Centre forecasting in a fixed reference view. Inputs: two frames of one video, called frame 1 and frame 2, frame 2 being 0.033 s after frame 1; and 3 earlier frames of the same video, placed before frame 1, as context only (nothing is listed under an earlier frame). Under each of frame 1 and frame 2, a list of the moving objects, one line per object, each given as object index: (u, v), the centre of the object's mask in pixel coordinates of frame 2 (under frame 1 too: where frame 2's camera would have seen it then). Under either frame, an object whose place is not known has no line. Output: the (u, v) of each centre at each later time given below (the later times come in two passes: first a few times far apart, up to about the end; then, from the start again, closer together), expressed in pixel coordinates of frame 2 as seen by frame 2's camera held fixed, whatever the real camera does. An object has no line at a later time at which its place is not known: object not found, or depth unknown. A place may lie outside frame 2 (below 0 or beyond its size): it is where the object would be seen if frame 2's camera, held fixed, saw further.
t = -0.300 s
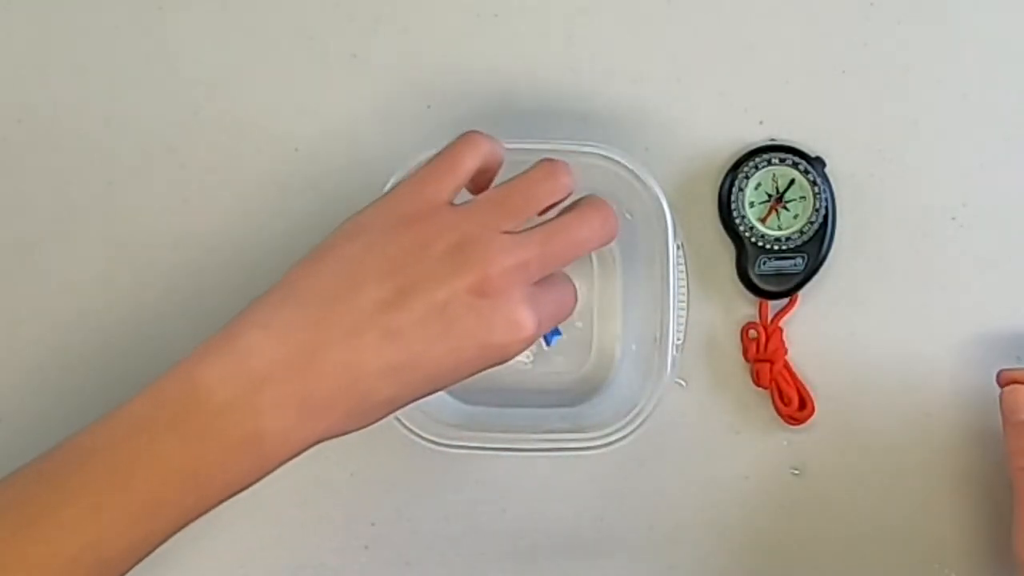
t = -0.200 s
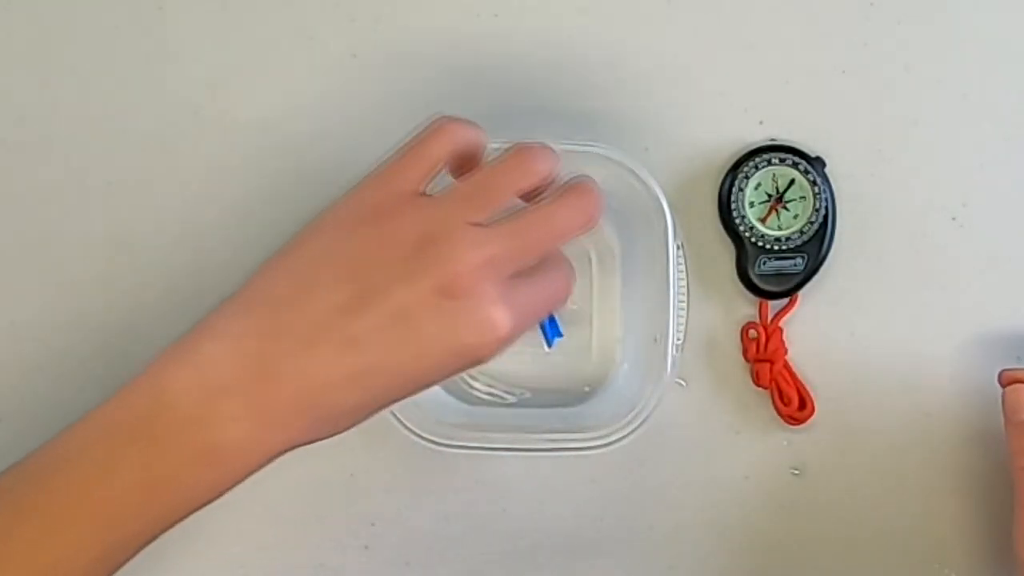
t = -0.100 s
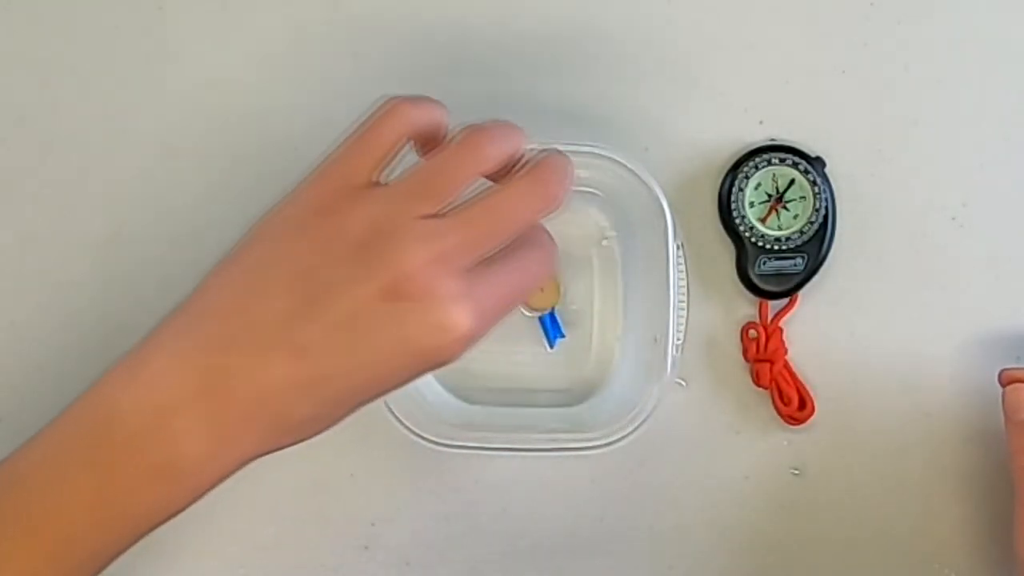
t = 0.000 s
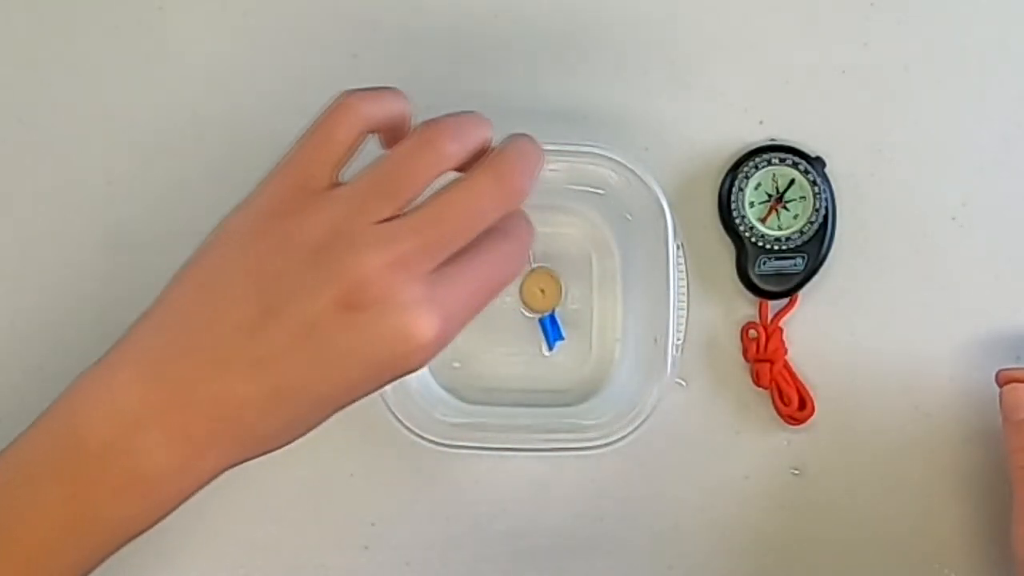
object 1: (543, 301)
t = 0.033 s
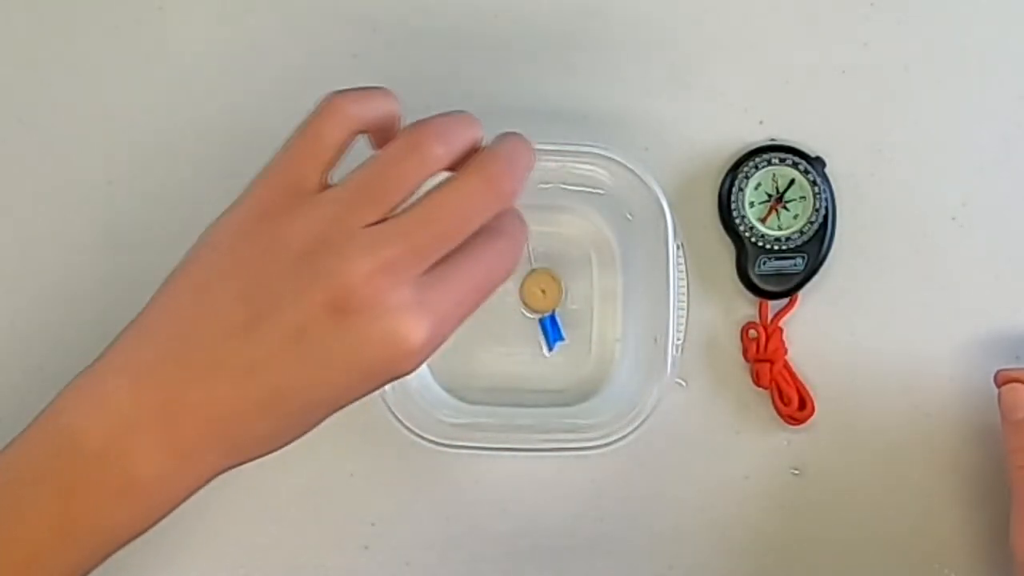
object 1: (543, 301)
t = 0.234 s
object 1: (545, 301)
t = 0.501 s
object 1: (548, 302)
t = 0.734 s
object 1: (549, 304)
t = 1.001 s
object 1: (551, 309)
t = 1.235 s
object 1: (551, 309)
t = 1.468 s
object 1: (552, 310)
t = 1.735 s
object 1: (554, 308)
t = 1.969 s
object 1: (555, 308)
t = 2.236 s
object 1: (556, 308)
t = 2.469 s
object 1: (554, 309)
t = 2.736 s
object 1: (556, 309)
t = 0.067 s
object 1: (544, 299)
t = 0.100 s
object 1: (545, 299)
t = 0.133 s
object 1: (545, 300)
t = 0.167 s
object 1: (545, 300)
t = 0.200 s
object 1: (544, 301)
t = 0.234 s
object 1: (545, 301)
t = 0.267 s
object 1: (545, 301)
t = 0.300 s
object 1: (546, 301)
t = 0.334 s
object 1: (547, 301)
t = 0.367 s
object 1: (547, 301)
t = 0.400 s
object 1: (547, 301)
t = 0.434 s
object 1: (547, 302)
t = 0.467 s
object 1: (548, 302)
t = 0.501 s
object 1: (548, 302)
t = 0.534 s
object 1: (548, 302)
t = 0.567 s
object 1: (548, 303)
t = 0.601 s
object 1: (549, 304)
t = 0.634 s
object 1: (549, 304)
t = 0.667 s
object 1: (549, 304)
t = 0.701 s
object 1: (549, 307)
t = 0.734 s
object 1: (549, 304)
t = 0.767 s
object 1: (549, 304)
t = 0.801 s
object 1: (550, 304)
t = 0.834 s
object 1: (550, 308)
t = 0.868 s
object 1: (551, 305)
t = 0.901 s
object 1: (551, 305)
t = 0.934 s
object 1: (551, 308)
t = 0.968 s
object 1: (551, 308)
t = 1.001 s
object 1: (551, 309)
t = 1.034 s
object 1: (551, 309)
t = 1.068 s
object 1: (550, 309)
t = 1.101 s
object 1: (551, 309)
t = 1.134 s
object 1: (551, 309)
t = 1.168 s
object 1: (552, 309)
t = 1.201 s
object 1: (552, 309)
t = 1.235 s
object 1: (551, 309)
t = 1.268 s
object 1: (551, 309)
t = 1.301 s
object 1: (551, 309)
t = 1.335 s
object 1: (552, 309)
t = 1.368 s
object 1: (552, 310)
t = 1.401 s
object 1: (552, 310)
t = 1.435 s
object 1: (552, 310)
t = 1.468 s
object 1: (552, 310)
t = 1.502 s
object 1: (553, 308)
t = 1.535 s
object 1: (553, 308)
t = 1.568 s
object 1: (553, 308)
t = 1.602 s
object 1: (554, 308)
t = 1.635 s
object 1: (554, 308)
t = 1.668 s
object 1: (554, 308)
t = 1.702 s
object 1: (554, 308)
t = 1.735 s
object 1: (554, 308)
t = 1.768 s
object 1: (554, 308)
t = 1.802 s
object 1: (554, 308)
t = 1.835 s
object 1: (554, 308)
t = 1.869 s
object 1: (554, 308)
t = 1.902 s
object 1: (555, 308)
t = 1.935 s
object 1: (555, 308)
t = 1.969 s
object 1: (555, 308)
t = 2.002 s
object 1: (555, 308)
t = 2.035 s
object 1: (555, 308)
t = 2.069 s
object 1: (555, 308)
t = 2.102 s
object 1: (555, 308)
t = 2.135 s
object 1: (556, 308)
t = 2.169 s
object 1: (556, 308)
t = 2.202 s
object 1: (556, 308)
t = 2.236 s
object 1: (556, 308)
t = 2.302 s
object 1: (556, 308)
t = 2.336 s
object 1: (556, 308)
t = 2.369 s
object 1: (556, 308)
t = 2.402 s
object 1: (555, 309)
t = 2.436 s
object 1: (555, 309)
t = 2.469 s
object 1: (554, 309)
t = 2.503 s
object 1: (555, 309)
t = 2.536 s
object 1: (555, 309)
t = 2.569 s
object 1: (555, 309)
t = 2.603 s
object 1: (555, 309)
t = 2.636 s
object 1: (555, 309)
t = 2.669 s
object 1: (556, 309)
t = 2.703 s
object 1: (556, 309)
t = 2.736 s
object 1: (556, 309)
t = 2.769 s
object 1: (556, 309)
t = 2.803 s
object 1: (556, 311)
